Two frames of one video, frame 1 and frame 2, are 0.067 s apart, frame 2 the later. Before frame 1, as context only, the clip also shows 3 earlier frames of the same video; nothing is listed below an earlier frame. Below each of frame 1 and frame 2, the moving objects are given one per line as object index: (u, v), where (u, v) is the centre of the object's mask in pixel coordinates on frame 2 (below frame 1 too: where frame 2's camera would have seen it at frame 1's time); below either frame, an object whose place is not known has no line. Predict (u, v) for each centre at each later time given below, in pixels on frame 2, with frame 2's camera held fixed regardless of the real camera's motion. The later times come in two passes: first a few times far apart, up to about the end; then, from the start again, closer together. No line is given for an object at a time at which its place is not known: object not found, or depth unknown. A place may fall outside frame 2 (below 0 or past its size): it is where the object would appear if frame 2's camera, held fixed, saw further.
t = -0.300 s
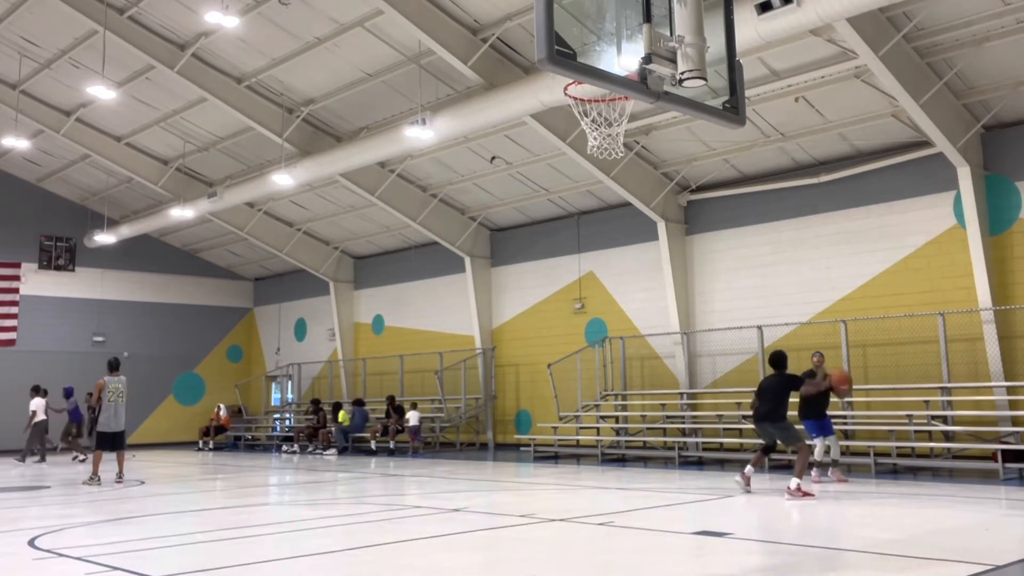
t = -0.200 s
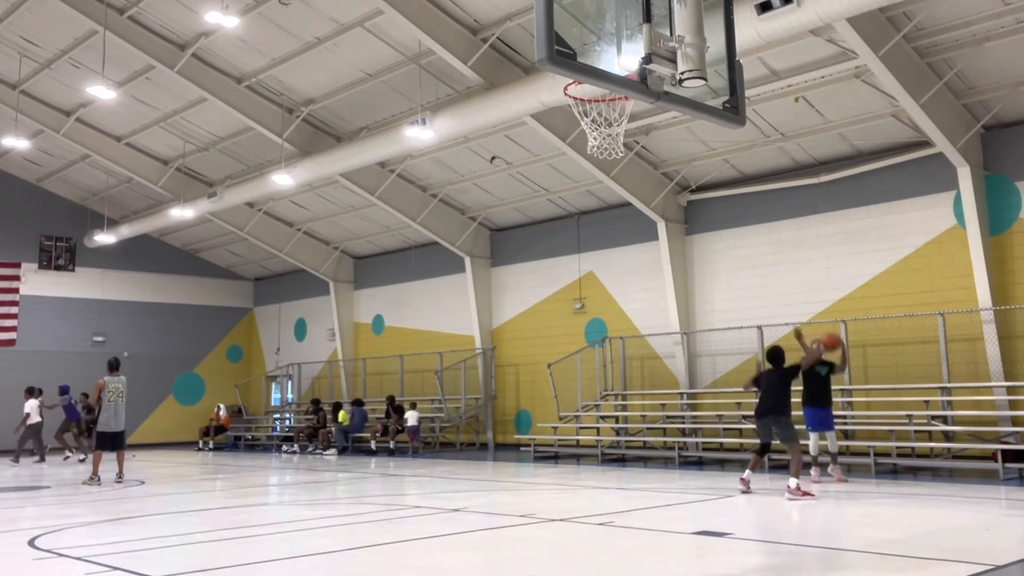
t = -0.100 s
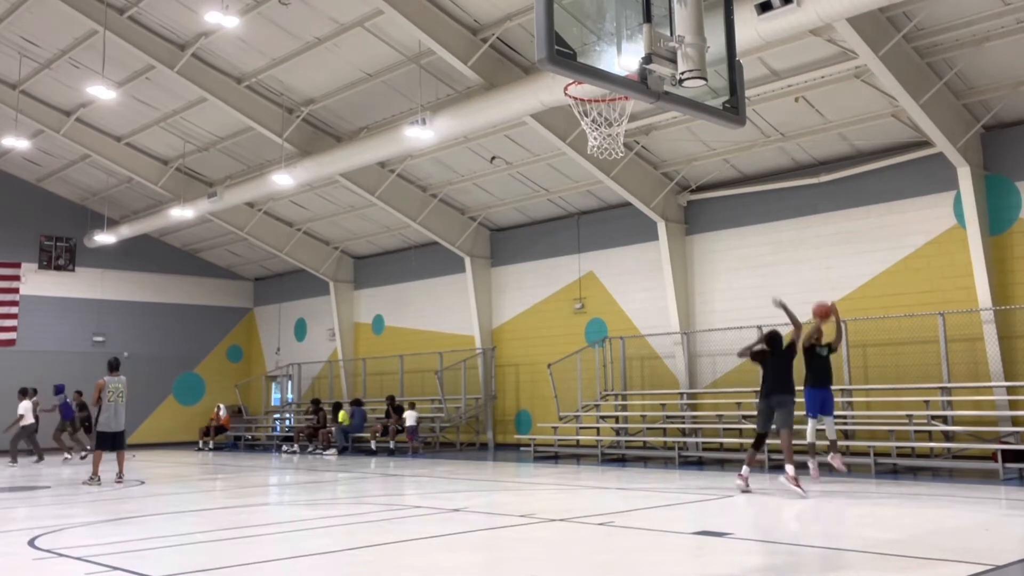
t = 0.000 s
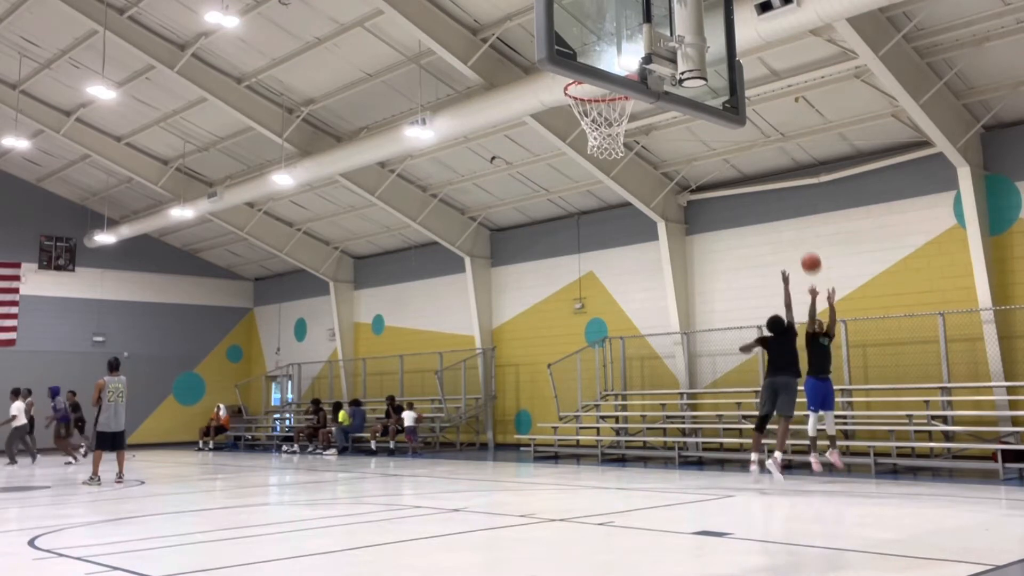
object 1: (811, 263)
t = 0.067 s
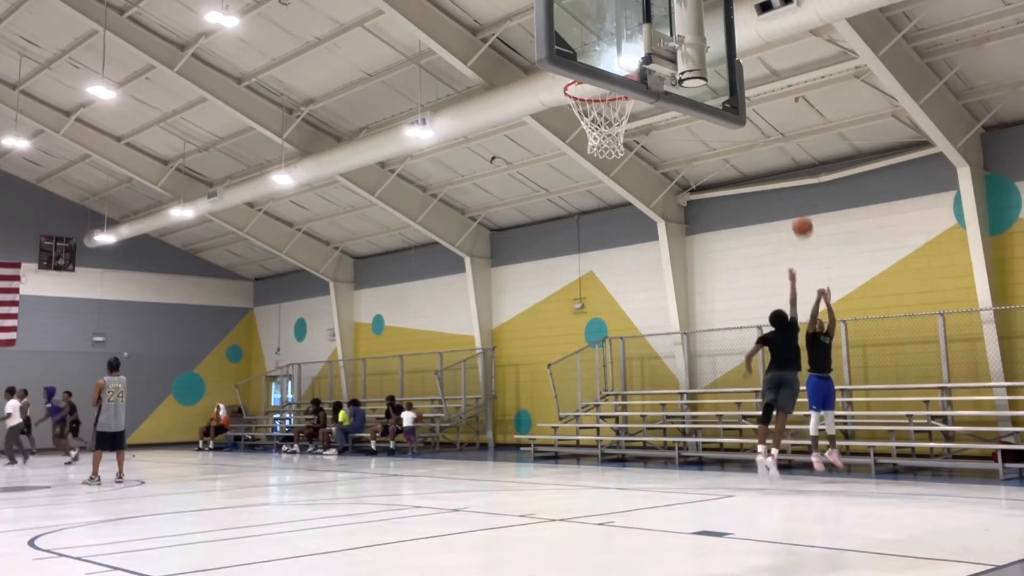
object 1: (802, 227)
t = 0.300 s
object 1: (771, 117)
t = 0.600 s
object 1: (720, 22)
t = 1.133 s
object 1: (624, 46)
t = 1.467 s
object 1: (568, 146)
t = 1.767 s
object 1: (538, 317)
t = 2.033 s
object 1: (516, 553)
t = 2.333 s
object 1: (558, 327)
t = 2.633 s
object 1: (598, 285)
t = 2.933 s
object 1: (641, 402)
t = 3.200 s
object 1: (676, 520)
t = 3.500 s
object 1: (702, 395)
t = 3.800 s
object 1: (734, 424)
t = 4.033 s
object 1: (766, 555)
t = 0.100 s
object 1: (798, 210)
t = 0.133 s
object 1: (794, 193)
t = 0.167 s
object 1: (789, 176)
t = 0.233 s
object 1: (781, 146)
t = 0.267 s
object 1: (776, 131)
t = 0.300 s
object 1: (771, 117)
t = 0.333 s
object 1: (766, 104)
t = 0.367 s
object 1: (761, 91)
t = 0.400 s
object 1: (756, 79)
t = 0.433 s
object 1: (753, 68)
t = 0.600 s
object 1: (720, 22)
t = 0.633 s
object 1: (717, 14)
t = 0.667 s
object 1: (713, 10)
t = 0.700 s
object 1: (712, 8)
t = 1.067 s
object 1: (634, 24)
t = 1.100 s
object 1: (632, 34)
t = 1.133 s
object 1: (624, 46)
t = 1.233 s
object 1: (597, 102)
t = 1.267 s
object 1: (589, 119)
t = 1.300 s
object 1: (584, 122)
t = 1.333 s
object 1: (580, 123)
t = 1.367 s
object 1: (578, 125)
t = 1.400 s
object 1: (574, 131)
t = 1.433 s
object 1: (571, 138)
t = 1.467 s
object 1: (568, 146)
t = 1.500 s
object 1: (565, 156)
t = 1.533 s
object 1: (562, 168)
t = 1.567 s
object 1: (559, 183)
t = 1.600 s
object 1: (555, 200)
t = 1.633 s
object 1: (552, 218)
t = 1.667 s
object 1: (548, 239)
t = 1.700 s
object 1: (545, 262)
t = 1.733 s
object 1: (542, 288)
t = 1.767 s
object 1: (538, 317)
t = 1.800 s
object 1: (535, 349)
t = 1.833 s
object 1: (531, 384)
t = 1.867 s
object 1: (527, 421)
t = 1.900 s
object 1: (522, 463)
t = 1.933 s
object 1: (518, 507)
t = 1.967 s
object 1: (513, 554)
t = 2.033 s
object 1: (516, 553)
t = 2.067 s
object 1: (520, 517)
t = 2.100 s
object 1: (525, 484)
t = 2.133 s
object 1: (530, 454)
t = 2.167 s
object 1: (535, 426)
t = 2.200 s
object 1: (539, 401)
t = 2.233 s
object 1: (544, 379)
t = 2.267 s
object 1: (549, 359)
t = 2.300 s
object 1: (553, 342)
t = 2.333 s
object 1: (558, 327)
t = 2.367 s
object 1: (562, 313)
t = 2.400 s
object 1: (567, 302)
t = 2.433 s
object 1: (571, 294)
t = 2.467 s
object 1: (576, 287)
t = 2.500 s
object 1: (580, 283)
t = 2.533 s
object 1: (585, 281)
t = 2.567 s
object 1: (589, 280)
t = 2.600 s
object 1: (594, 281)
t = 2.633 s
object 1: (598, 285)
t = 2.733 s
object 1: (612, 306)
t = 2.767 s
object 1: (617, 318)
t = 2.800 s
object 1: (622, 330)
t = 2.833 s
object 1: (627, 345)
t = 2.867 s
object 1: (631, 362)
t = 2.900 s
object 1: (636, 381)
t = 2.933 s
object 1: (641, 402)
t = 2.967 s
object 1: (646, 425)
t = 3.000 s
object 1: (650, 449)
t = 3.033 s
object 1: (655, 475)
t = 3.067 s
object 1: (660, 504)
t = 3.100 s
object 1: (665, 535)
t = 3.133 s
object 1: (671, 562)
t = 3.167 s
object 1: (673, 545)
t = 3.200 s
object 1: (676, 520)
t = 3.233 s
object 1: (679, 498)
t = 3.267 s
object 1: (681, 478)
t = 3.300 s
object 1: (684, 460)
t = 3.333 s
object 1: (687, 445)
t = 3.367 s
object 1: (690, 431)
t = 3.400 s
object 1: (692, 419)
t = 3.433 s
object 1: (695, 409)
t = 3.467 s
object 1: (699, 401)
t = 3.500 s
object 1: (702, 395)
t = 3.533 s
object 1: (705, 391)
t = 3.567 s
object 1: (708, 388)
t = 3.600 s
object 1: (712, 388)
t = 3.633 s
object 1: (715, 389)
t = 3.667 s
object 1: (719, 392)
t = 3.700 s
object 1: (723, 397)
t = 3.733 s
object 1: (727, 404)
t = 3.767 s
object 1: (730, 414)
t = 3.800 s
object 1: (734, 424)
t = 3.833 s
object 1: (738, 438)
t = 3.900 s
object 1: (746, 469)
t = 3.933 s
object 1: (751, 488)
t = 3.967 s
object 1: (756, 508)
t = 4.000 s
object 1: (761, 532)
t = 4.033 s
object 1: (766, 555)
